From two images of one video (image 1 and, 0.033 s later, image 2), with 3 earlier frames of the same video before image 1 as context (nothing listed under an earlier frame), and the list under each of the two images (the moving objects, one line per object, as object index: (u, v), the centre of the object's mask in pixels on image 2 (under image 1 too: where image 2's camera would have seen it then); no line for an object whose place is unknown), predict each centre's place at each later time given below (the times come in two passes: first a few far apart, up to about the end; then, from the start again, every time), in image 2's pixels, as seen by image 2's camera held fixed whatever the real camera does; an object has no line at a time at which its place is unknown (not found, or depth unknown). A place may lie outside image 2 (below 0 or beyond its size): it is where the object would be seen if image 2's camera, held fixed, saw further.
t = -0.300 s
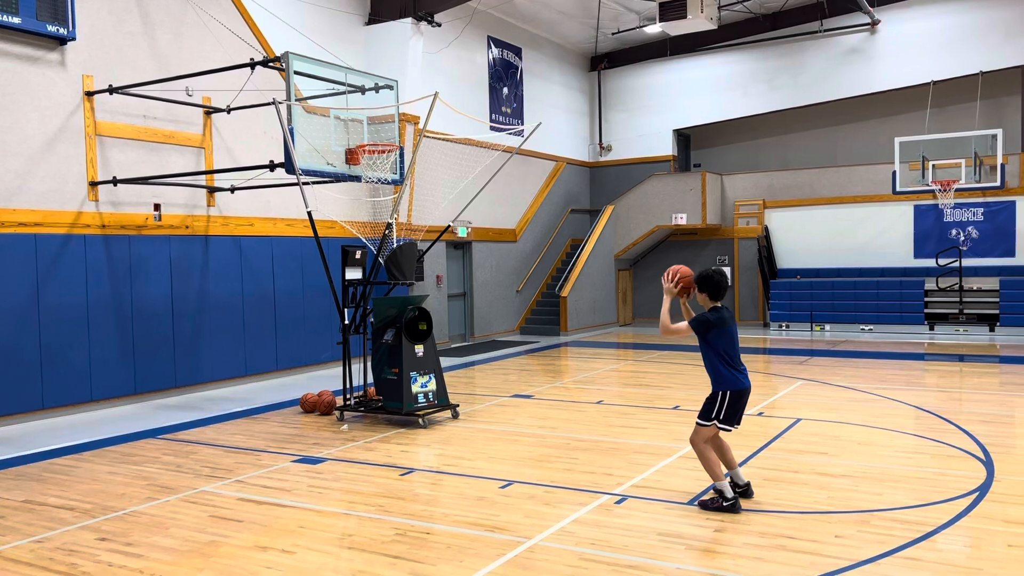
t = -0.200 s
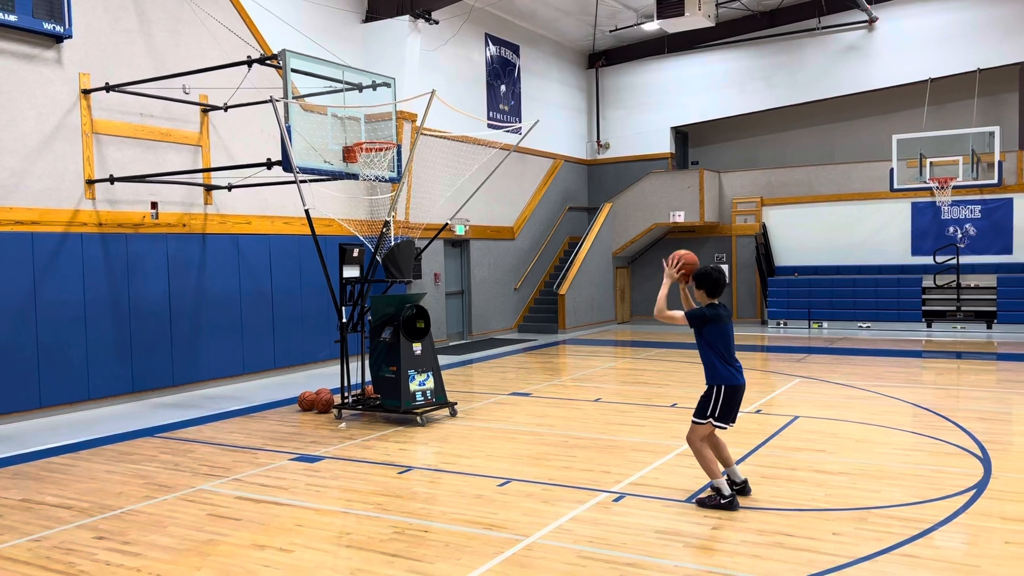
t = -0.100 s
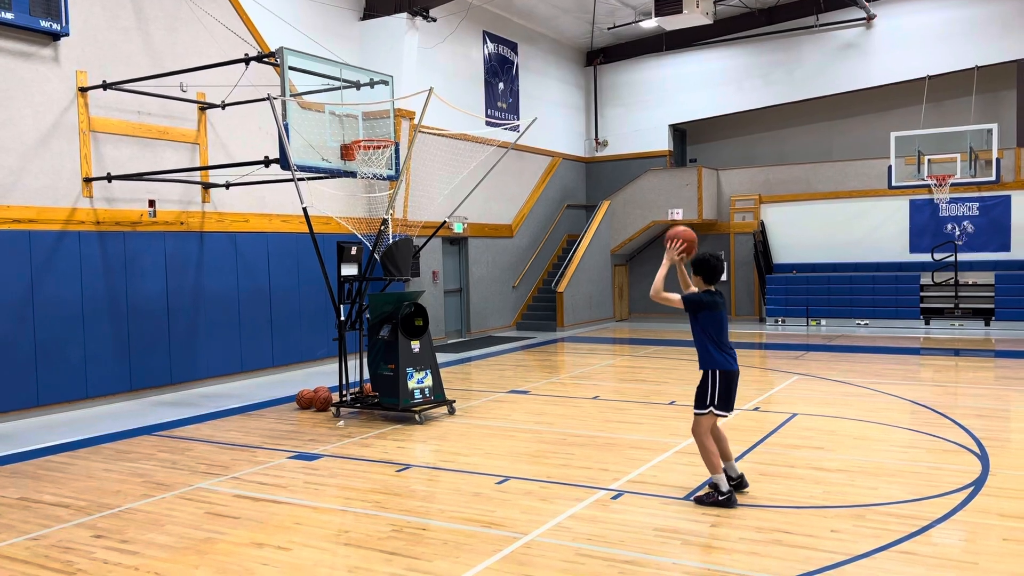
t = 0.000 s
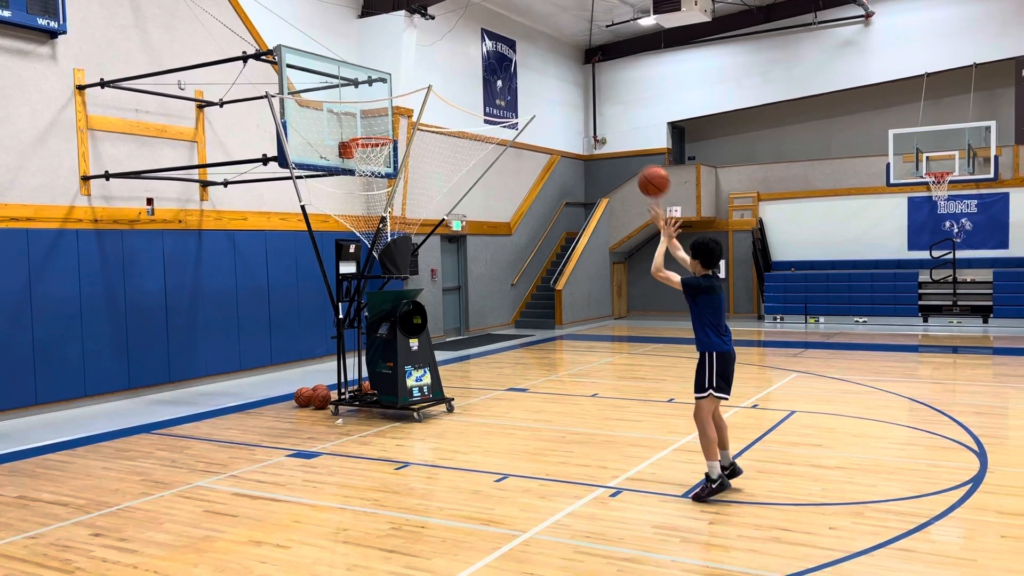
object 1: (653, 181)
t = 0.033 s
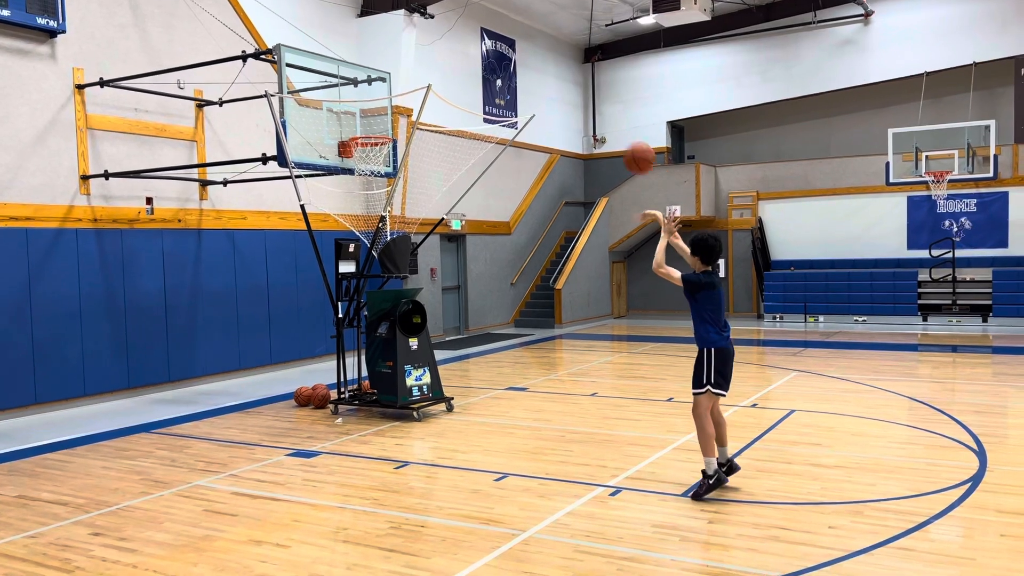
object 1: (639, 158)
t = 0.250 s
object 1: (558, 58)
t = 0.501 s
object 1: (482, 24)
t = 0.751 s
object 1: (423, 57)
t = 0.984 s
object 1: (378, 127)
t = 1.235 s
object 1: (358, 129)
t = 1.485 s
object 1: (383, 130)
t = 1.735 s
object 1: (381, 125)
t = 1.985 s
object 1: (381, 152)
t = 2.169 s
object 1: (378, 203)
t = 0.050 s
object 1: (632, 147)
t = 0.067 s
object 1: (625, 137)
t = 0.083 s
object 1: (618, 127)
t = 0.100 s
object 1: (612, 119)
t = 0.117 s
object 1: (605, 110)
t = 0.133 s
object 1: (599, 102)
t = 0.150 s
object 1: (593, 95)
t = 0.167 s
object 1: (587, 88)
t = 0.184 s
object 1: (581, 81)
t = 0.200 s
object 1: (575, 74)
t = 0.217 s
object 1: (569, 69)
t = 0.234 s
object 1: (564, 63)
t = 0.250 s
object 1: (558, 58)
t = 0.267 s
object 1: (552, 53)
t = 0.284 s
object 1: (547, 49)
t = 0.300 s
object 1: (542, 45)
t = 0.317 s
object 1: (536, 42)
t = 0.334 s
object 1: (531, 38)
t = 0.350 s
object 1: (526, 36)
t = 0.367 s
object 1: (521, 33)
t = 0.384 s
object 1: (516, 30)
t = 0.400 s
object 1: (511, 29)
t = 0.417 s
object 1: (506, 27)
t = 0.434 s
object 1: (501, 26)
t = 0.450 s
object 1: (496, 25)
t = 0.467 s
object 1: (491, 25)
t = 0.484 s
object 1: (487, 24)
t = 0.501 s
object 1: (482, 24)
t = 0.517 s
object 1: (478, 25)
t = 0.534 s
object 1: (474, 25)
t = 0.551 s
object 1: (470, 26)
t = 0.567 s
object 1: (465, 27)
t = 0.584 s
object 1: (461, 28)
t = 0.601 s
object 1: (457, 30)
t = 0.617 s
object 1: (453, 32)
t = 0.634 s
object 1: (449, 34)
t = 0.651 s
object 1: (445, 37)
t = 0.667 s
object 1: (441, 39)
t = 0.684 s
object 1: (437, 43)
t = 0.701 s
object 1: (434, 46)
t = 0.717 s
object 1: (430, 49)
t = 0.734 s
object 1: (426, 53)
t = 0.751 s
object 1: (423, 57)
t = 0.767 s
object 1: (419, 61)
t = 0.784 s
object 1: (416, 65)
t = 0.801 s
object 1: (412, 70)
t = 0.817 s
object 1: (409, 74)
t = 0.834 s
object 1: (405, 79)
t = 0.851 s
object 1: (402, 84)
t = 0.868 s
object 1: (399, 89)
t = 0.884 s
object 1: (396, 95)
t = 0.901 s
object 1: (392, 101)
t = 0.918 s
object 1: (389, 107)
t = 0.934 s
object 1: (386, 113)
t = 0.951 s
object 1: (383, 119)
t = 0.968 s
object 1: (380, 126)
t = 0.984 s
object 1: (378, 127)
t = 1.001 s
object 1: (377, 125)
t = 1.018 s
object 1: (375, 125)
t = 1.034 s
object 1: (373, 124)
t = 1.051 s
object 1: (371, 124)
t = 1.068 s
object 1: (369, 124)
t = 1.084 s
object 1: (368, 124)
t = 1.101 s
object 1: (366, 124)
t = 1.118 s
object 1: (364, 124)
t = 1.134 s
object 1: (362, 125)
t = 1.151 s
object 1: (360, 126)
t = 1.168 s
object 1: (359, 126)
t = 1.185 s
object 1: (357, 128)
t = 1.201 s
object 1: (355, 129)
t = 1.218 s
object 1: (356, 129)
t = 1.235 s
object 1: (358, 129)
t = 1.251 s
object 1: (361, 128)
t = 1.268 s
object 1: (363, 129)
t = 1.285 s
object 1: (365, 128)
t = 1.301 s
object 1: (367, 129)
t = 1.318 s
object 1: (369, 129)
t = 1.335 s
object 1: (371, 129)
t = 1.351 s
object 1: (372, 129)
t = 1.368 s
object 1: (373, 129)
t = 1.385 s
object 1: (376, 129)
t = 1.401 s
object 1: (378, 130)
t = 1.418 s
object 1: (379, 130)
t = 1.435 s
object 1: (380, 130)
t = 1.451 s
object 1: (381, 130)
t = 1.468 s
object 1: (382, 130)
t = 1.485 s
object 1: (383, 130)
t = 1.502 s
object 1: (383, 130)
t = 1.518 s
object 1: (384, 130)
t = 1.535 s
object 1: (384, 129)
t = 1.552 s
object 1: (384, 129)
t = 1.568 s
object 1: (384, 128)
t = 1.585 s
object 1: (384, 128)
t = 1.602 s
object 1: (384, 128)
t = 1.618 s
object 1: (383, 127)
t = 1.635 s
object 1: (383, 127)
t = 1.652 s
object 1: (382, 126)
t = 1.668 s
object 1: (382, 126)
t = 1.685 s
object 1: (382, 126)
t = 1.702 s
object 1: (381, 126)
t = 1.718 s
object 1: (381, 125)
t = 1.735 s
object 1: (381, 125)
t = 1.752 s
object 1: (381, 126)
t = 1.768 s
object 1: (381, 126)
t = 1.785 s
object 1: (381, 127)
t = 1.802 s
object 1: (380, 127)
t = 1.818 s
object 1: (380, 128)
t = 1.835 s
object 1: (380, 129)
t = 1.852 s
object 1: (381, 131)
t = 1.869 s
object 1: (381, 133)
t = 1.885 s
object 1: (380, 135)
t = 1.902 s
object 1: (380, 138)
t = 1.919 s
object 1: (381, 141)
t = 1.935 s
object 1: (381, 143)
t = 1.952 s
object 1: (381, 145)
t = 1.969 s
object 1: (381, 149)
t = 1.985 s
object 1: (381, 152)
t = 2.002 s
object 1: (381, 157)
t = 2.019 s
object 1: (381, 162)
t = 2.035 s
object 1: (381, 167)
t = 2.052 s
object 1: (381, 171)
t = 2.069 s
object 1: (381, 176)
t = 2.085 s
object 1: (381, 181)
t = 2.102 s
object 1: (381, 186)
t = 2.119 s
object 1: (380, 192)
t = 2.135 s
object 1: (379, 196)
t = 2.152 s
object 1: (378, 201)
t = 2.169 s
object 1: (378, 203)
